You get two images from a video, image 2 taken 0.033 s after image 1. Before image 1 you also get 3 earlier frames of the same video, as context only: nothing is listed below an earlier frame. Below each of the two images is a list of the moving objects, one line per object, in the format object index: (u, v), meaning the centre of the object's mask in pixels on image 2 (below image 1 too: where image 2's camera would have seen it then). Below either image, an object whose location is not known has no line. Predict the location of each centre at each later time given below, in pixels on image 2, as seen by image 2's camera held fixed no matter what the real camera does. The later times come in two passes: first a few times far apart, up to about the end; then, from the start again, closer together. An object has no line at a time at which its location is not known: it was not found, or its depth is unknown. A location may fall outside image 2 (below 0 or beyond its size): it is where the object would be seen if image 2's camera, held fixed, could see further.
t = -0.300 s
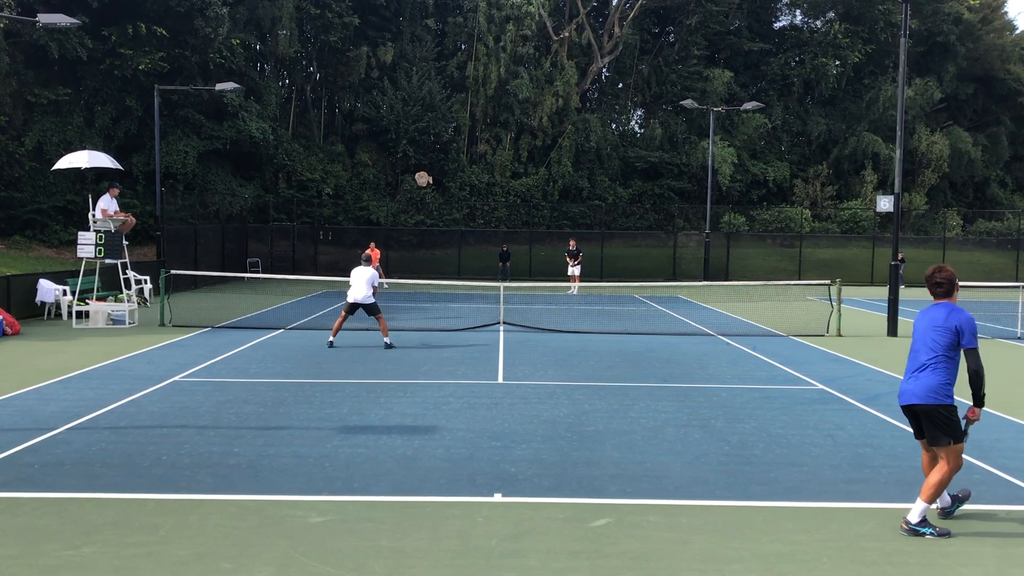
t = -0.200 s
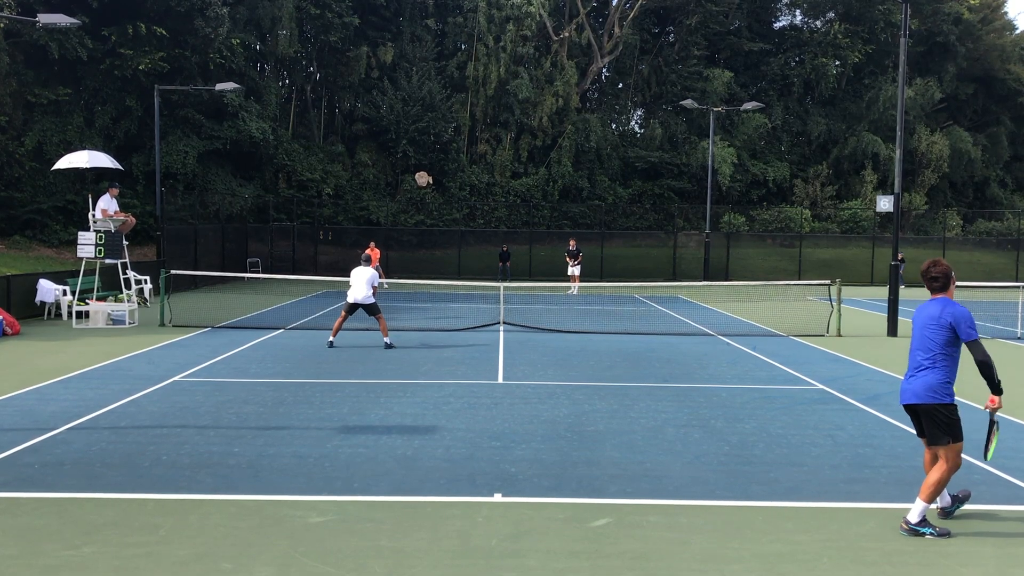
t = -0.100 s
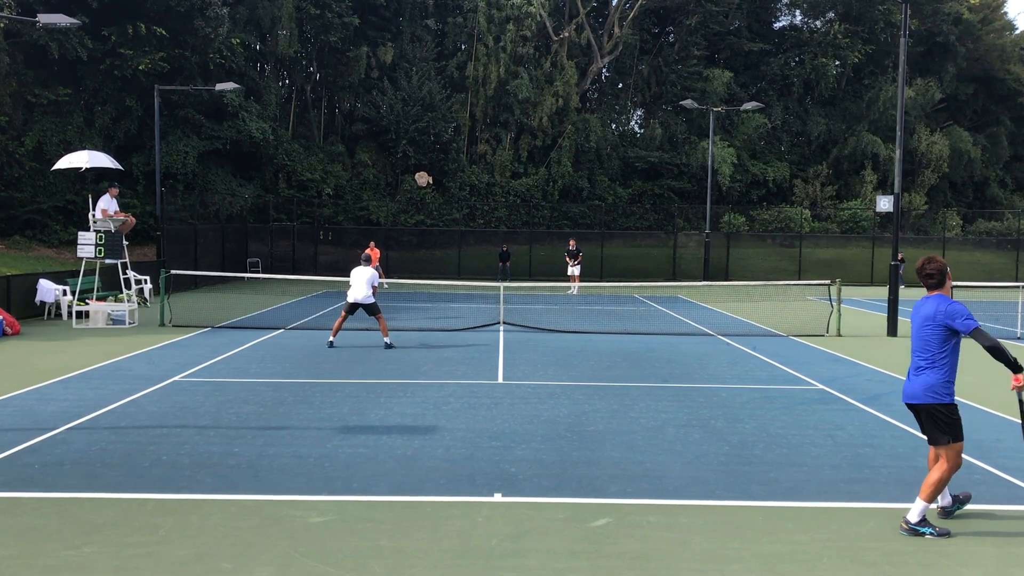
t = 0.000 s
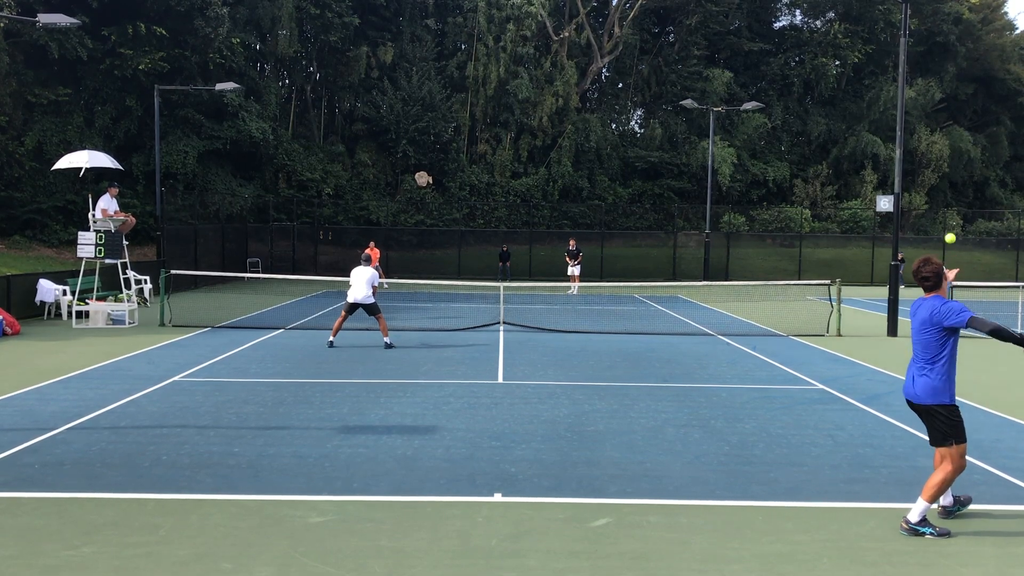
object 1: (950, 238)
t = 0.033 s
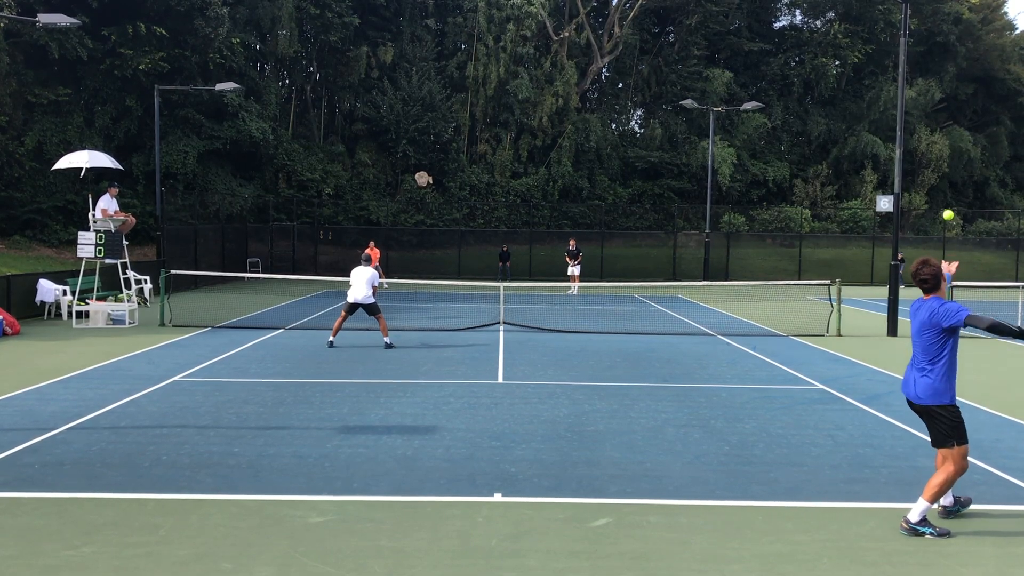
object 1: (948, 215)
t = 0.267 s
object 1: (932, 97)
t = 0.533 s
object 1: (914, 54)
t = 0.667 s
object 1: (903, 66)
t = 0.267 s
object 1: (932, 97)
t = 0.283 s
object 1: (931, 91)
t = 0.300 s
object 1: (930, 86)
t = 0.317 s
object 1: (929, 81)
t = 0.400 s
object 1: (923, 63)
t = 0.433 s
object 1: (922, 61)
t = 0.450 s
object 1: (920, 59)
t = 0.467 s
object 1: (919, 57)
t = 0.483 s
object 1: (918, 56)
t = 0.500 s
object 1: (916, 55)
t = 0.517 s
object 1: (915, 54)
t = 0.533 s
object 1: (914, 54)
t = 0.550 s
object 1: (913, 54)
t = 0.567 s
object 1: (911, 55)
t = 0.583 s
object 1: (910, 56)
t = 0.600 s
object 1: (909, 57)
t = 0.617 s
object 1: (907, 59)
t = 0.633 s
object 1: (906, 61)
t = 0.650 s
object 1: (904, 63)
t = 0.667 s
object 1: (903, 66)
